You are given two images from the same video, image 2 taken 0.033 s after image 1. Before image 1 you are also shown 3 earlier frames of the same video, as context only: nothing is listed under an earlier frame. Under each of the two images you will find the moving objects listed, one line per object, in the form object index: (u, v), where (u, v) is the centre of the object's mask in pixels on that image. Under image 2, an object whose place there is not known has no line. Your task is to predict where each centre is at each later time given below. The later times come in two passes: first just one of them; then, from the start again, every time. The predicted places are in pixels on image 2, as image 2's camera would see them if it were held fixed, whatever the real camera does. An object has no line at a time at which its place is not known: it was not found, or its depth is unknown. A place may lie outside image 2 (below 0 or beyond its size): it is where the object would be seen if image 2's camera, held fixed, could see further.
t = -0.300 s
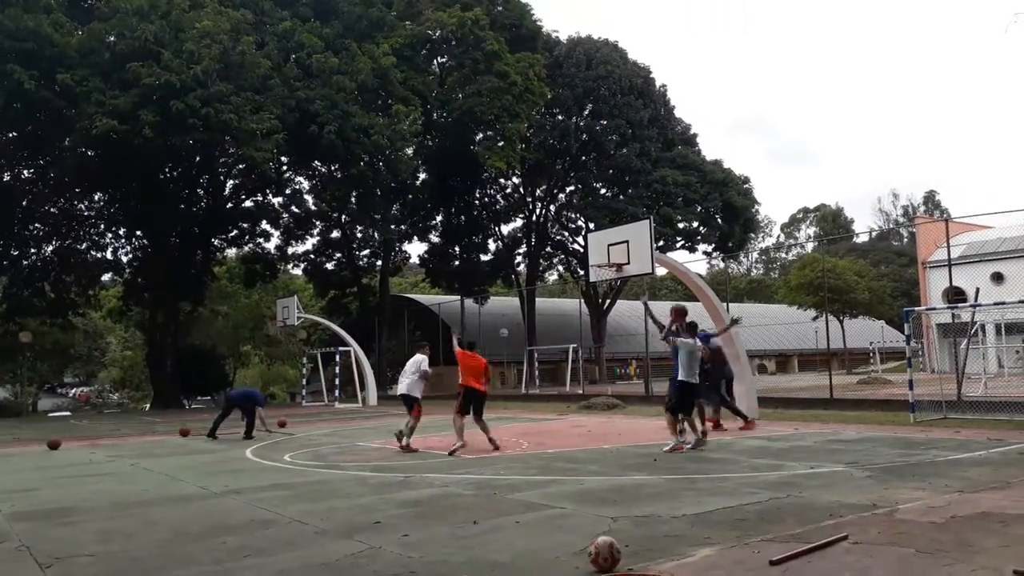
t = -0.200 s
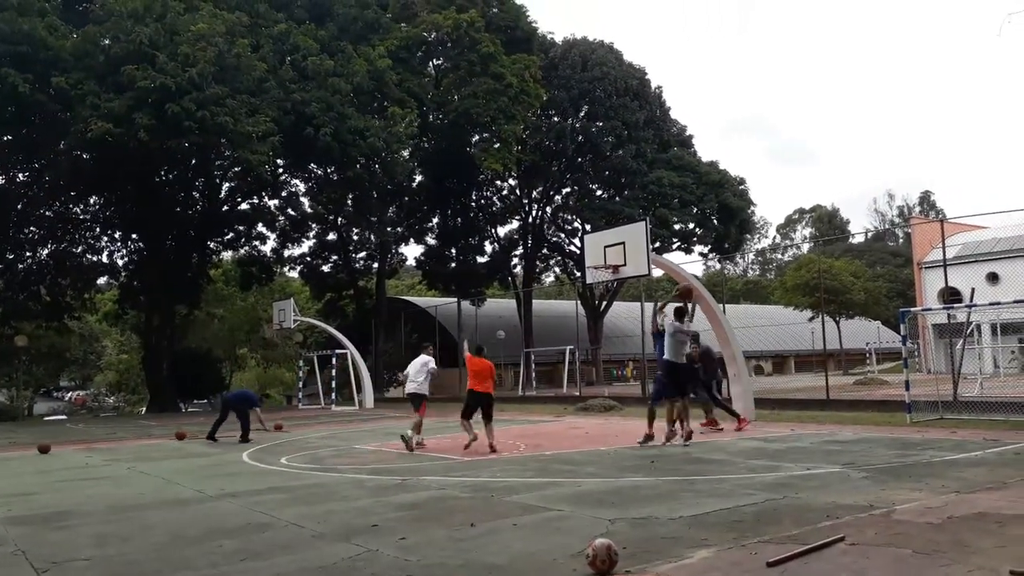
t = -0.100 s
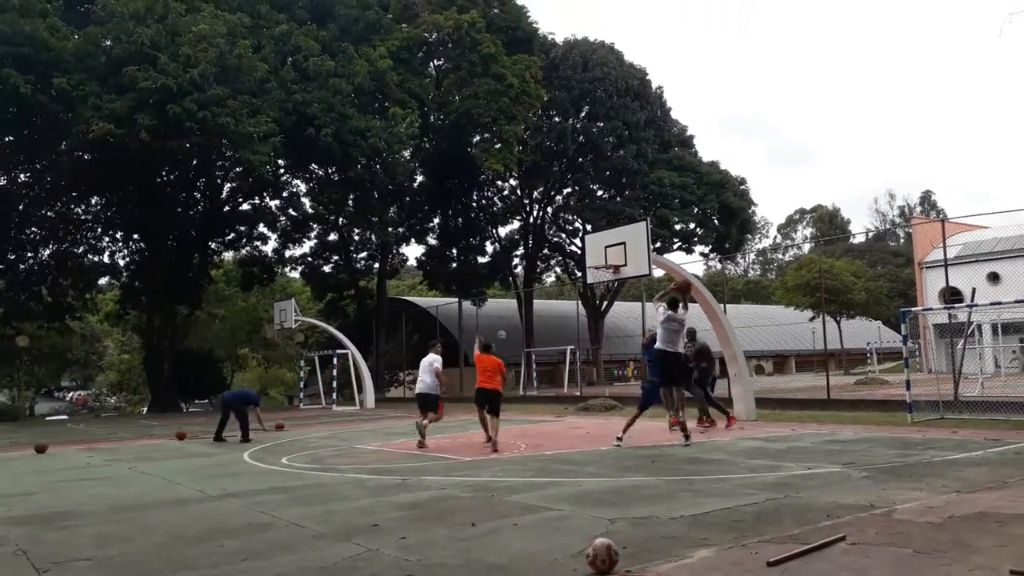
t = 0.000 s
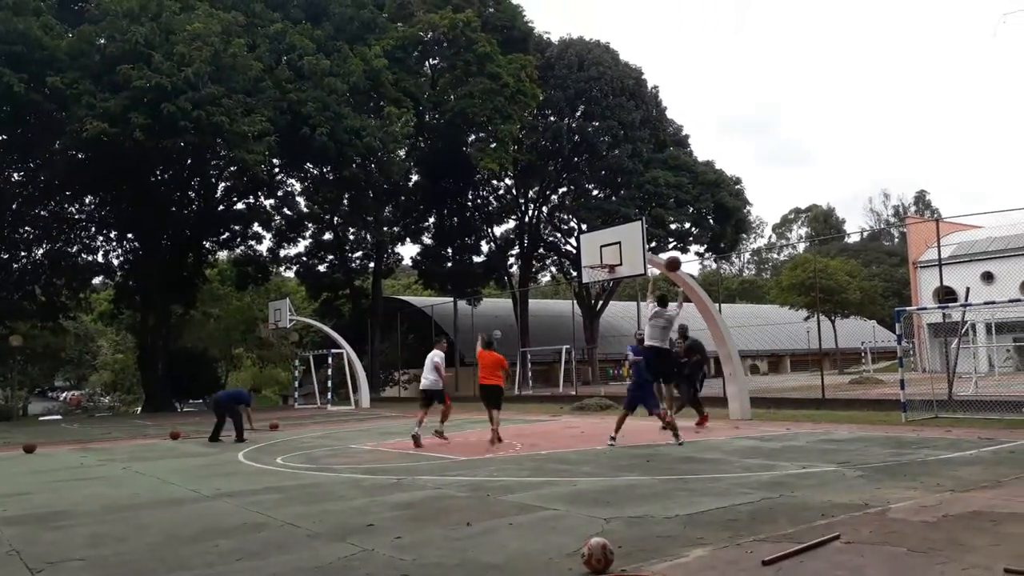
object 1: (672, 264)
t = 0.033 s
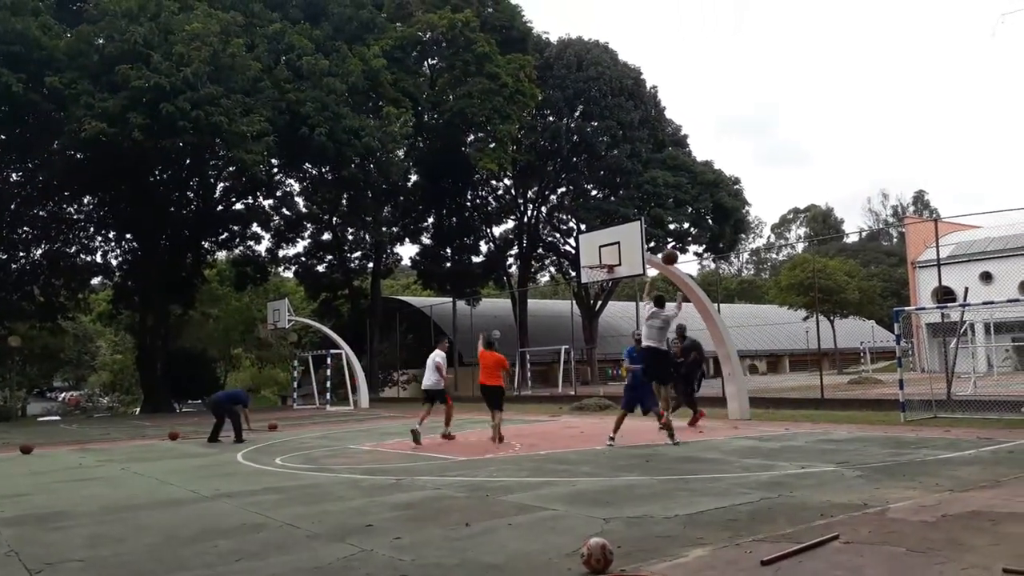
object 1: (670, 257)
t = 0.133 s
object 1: (665, 243)
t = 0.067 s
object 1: (668, 251)
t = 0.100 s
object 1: (666, 246)
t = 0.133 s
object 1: (665, 243)
